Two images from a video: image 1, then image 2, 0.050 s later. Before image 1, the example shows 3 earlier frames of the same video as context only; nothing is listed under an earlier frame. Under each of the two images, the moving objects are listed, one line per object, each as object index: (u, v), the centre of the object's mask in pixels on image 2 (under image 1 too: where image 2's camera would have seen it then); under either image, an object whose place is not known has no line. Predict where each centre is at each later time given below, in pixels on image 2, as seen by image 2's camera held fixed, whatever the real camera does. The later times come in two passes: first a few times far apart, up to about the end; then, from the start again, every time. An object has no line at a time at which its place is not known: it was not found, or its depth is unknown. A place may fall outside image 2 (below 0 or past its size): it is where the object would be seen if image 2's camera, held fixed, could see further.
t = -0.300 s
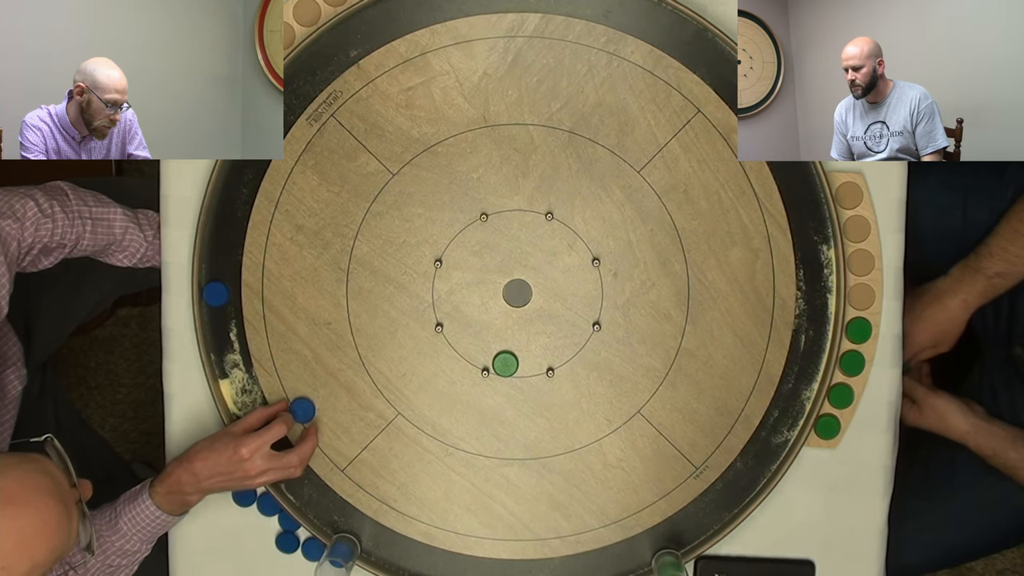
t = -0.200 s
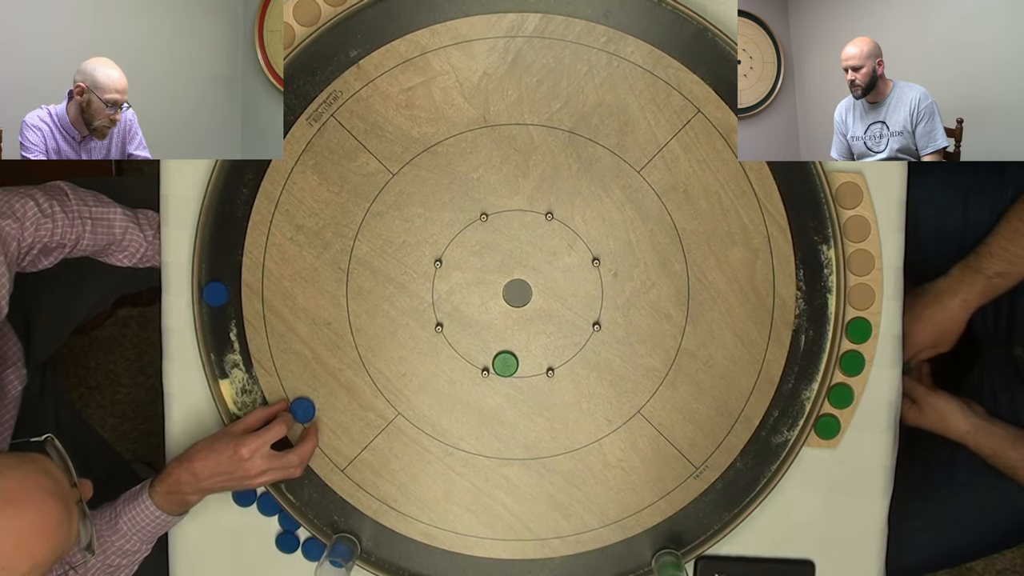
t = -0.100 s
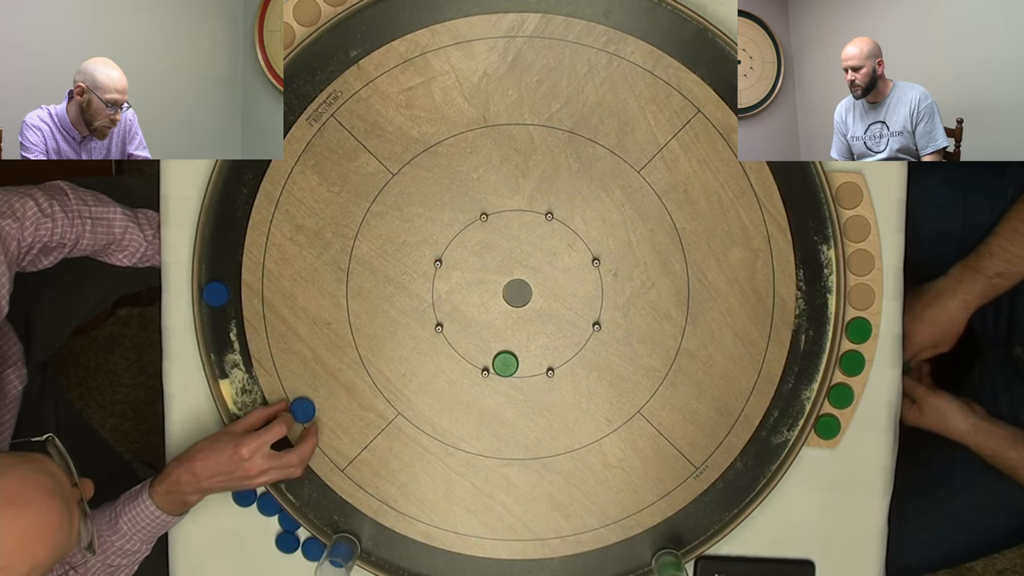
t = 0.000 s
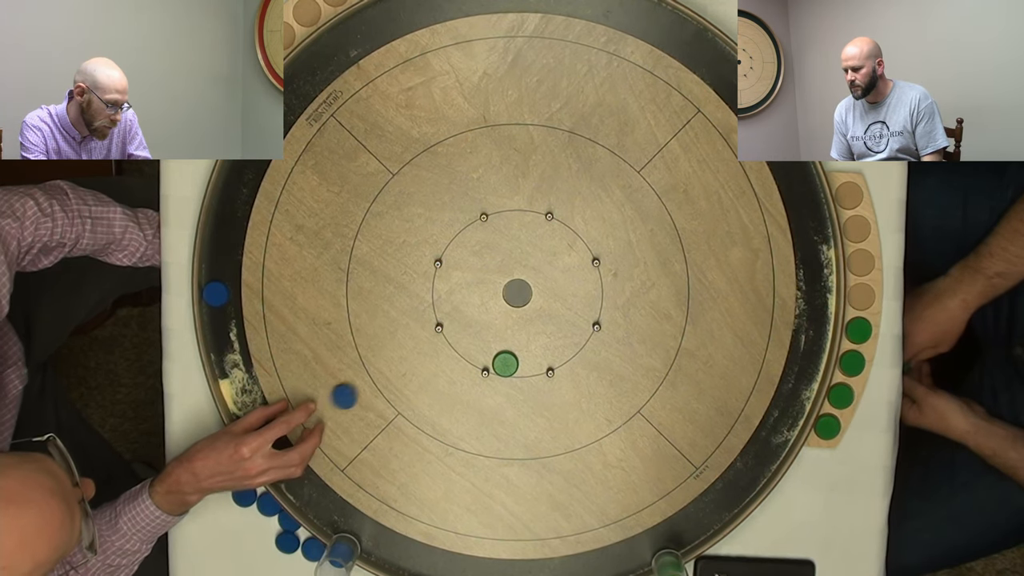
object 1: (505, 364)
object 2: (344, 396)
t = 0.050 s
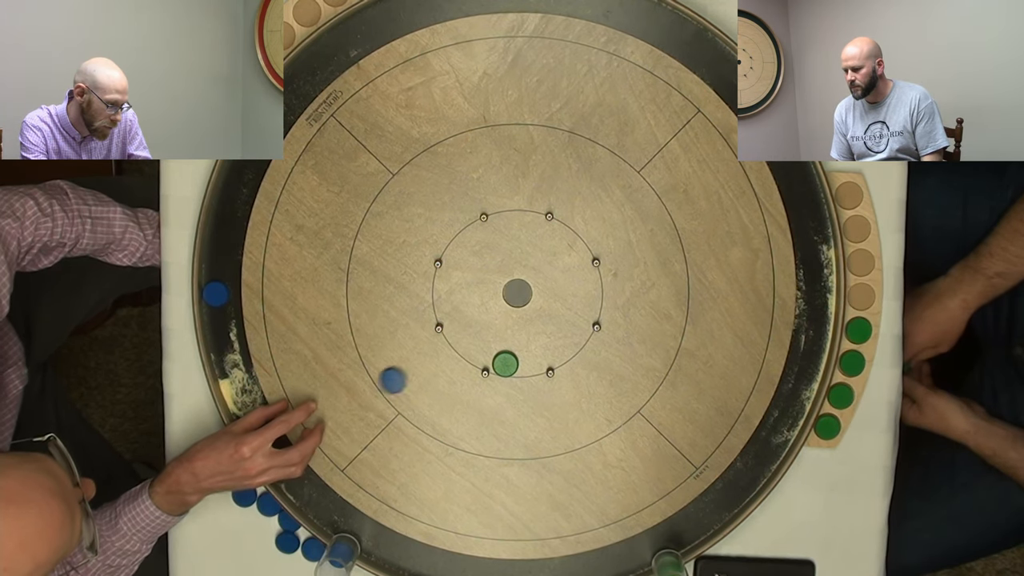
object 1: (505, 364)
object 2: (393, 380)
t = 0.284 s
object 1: (521, 386)
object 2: (522, 294)
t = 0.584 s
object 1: (502, 399)
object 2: (523, 256)
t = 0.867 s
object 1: (502, 399)
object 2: (520, 251)
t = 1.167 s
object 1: (502, 399)
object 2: (520, 251)
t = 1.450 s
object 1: (502, 399)
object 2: (519, 251)
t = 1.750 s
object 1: (502, 399)
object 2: (520, 251)
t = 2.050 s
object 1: (502, 399)
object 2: (520, 251)
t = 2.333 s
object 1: (502, 399)
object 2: (519, 251)
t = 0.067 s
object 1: (505, 364)
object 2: (408, 375)
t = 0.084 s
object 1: (505, 364)
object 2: (424, 370)
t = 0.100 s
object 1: (505, 364)
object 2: (439, 364)
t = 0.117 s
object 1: (505, 364)
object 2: (454, 359)
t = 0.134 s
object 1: (505, 364)
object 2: (468, 355)
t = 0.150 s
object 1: (505, 364)
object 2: (482, 350)
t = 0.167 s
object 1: (513, 367)
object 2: (488, 343)
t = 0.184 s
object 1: (520, 371)
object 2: (493, 335)
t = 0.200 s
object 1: (528, 374)
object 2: (499, 327)
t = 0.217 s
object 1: (534, 377)
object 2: (504, 320)
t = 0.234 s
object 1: (530, 380)
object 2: (509, 313)
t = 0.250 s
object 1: (527, 382)
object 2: (514, 307)
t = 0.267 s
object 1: (524, 384)
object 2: (518, 300)
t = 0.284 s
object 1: (521, 386)
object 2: (522, 294)
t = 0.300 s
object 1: (518, 388)
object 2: (523, 290)
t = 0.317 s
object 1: (516, 390)
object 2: (524, 286)
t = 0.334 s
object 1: (513, 392)
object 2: (524, 283)
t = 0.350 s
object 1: (511, 393)
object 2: (525, 280)
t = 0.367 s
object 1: (510, 394)
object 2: (525, 277)
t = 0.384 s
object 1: (508, 395)
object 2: (525, 275)
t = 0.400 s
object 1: (507, 396)
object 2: (525, 273)
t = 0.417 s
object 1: (505, 397)
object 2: (525, 271)
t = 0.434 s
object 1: (505, 397)
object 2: (525, 269)
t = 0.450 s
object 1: (504, 398)
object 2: (525, 267)
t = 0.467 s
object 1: (503, 398)
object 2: (525, 265)
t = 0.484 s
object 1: (503, 398)
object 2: (525, 263)
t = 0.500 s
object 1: (503, 399)
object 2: (524, 262)
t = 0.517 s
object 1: (503, 399)
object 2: (524, 260)
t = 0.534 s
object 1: (502, 399)
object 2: (524, 259)
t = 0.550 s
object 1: (502, 399)
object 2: (524, 258)
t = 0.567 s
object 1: (502, 399)
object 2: (523, 257)
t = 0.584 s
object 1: (502, 399)
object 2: (523, 256)
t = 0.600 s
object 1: (502, 399)
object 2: (523, 255)
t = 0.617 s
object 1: (502, 399)
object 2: (522, 254)
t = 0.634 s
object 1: (502, 399)
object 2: (522, 254)
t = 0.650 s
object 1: (502, 399)
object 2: (522, 253)
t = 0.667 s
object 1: (502, 399)
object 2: (522, 253)
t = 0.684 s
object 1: (502, 399)
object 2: (521, 252)
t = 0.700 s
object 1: (502, 399)
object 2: (521, 252)
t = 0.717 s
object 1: (502, 399)
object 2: (521, 252)
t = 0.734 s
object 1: (502, 399)
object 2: (521, 252)
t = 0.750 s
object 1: (502, 399)
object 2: (520, 251)
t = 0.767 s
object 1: (502, 399)
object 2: (520, 251)
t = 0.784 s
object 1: (502, 399)
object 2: (520, 251)
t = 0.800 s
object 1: (502, 399)
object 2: (520, 251)
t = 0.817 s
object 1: (502, 399)
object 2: (520, 251)
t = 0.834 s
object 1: (502, 399)
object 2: (520, 251)
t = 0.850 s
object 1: (502, 399)
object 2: (520, 251)
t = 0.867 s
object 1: (502, 399)
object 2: (520, 251)
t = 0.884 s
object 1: (502, 399)
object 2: (520, 251)
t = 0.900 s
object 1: (502, 399)
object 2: (520, 251)
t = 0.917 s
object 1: (502, 399)
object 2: (520, 251)
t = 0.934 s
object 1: (502, 399)
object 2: (519, 251)
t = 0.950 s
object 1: (502, 399)
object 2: (520, 251)
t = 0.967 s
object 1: (502, 399)
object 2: (519, 251)
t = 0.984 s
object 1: (502, 399)
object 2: (519, 251)
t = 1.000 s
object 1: (502, 399)
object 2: (519, 251)
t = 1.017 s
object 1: (502, 399)
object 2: (519, 251)
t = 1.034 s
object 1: (502, 399)
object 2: (519, 251)
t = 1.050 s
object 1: (502, 399)
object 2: (519, 251)
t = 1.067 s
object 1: (502, 399)
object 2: (519, 251)
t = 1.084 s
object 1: (502, 399)
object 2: (519, 251)
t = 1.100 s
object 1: (502, 399)
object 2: (519, 251)
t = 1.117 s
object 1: (502, 399)
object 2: (519, 251)
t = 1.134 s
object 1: (502, 399)
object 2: (520, 251)
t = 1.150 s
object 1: (502, 399)
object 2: (519, 251)
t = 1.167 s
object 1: (502, 399)
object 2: (520, 251)
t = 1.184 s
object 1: (502, 399)
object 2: (519, 251)
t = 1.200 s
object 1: (502, 399)
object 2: (519, 251)
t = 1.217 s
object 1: (502, 399)
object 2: (520, 251)
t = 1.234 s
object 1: (502, 399)
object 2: (519, 251)
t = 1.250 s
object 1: (502, 399)
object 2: (519, 251)
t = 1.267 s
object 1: (502, 399)
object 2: (519, 251)
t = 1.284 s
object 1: (502, 399)
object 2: (520, 251)
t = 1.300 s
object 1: (502, 399)
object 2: (519, 251)
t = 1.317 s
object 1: (502, 399)
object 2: (519, 251)
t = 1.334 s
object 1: (502, 399)
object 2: (519, 251)
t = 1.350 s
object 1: (502, 399)
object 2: (519, 251)
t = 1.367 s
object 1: (502, 399)
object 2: (519, 251)
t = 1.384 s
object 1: (502, 399)
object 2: (520, 251)
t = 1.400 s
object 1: (502, 399)
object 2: (520, 251)
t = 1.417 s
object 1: (502, 399)
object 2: (519, 251)
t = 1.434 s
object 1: (502, 399)
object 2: (519, 251)
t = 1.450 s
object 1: (502, 399)
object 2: (519, 251)
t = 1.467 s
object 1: (502, 399)
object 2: (519, 251)
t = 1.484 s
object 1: (502, 399)
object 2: (520, 251)
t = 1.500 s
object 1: (502, 399)
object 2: (520, 251)
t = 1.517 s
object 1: (502, 399)
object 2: (520, 251)
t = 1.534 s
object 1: (502, 399)
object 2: (519, 251)
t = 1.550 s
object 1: (502, 399)
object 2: (520, 251)
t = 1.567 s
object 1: (502, 399)
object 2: (520, 251)
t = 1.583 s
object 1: (502, 399)
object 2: (519, 251)
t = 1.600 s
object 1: (502, 399)
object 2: (520, 251)
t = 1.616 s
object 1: (502, 399)
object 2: (520, 251)
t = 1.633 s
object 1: (502, 399)
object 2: (520, 251)
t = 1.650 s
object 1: (502, 399)
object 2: (519, 251)
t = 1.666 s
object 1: (502, 399)
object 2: (520, 251)
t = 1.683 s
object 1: (502, 399)
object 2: (519, 251)
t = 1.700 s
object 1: (502, 399)
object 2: (520, 251)
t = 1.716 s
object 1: (502, 399)
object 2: (520, 251)
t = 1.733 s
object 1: (502, 399)
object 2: (520, 251)
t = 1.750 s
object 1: (502, 399)
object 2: (520, 251)
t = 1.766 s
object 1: (502, 399)
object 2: (519, 251)
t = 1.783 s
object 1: (502, 399)
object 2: (520, 251)
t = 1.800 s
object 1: (502, 399)
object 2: (519, 251)
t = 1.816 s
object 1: (502, 399)
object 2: (520, 251)
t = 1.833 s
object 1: (502, 399)
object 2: (520, 251)
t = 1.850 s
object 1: (502, 399)
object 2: (520, 251)
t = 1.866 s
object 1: (502, 399)
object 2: (520, 251)
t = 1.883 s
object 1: (502, 399)
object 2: (520, 251)
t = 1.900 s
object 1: (502, 399)
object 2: (520, 251)
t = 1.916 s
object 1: (502, 399)
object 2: (519, 251)
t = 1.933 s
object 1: (502, 399)
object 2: (519, 251)
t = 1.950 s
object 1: (502, 399)
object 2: (520, 251)
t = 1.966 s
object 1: (502, 399)
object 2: (520, 251)
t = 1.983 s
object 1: (502, 399)
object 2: (520, 251)
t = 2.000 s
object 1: (502, 399)
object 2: (520, 251)
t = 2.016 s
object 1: (502, 399)
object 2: (520, 251)
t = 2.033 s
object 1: (502, 399)
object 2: (520, 251)
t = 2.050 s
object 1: (502, 399)
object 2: (520, 251)
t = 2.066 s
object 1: (502, 399)
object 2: (519, 251)
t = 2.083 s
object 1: (502, 399)
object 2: (520, 251)
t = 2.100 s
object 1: (502, 399)
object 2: (519, 251)
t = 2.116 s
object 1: (502, 399)
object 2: (520, 251)
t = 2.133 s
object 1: (502, 399)
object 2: (520, 251)
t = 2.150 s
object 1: (502, 399)
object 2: (520, 251)
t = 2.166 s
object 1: (502, 399)
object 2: (520, 251)
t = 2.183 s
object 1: (502, 399)
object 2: (519, 251)
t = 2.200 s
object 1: (502, 399)
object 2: (519, 251)
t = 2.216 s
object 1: (502, 399)
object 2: (519, 251)
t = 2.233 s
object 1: (502, 399)
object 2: (519, 251)
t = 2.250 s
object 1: (502, 399)
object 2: (520, 251)
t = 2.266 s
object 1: (502, 399)
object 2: (520, 251)
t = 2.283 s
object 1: (502, 399)
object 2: (520, 251)
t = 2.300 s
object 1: (502, 399)
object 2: (520, 251)
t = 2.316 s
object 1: (502, 399)
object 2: (519, 251)
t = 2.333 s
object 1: (502, 399)
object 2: (519, 251)
